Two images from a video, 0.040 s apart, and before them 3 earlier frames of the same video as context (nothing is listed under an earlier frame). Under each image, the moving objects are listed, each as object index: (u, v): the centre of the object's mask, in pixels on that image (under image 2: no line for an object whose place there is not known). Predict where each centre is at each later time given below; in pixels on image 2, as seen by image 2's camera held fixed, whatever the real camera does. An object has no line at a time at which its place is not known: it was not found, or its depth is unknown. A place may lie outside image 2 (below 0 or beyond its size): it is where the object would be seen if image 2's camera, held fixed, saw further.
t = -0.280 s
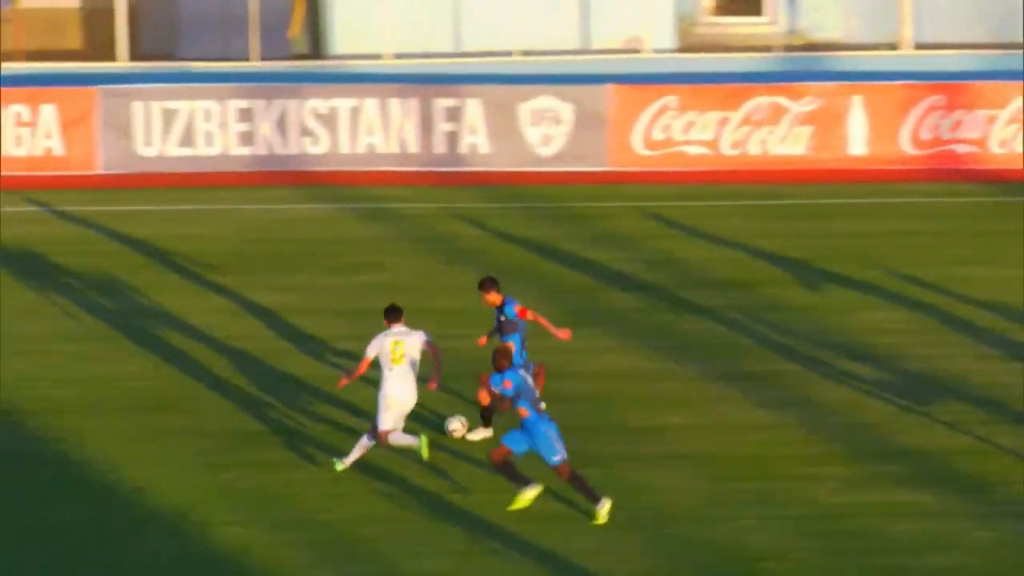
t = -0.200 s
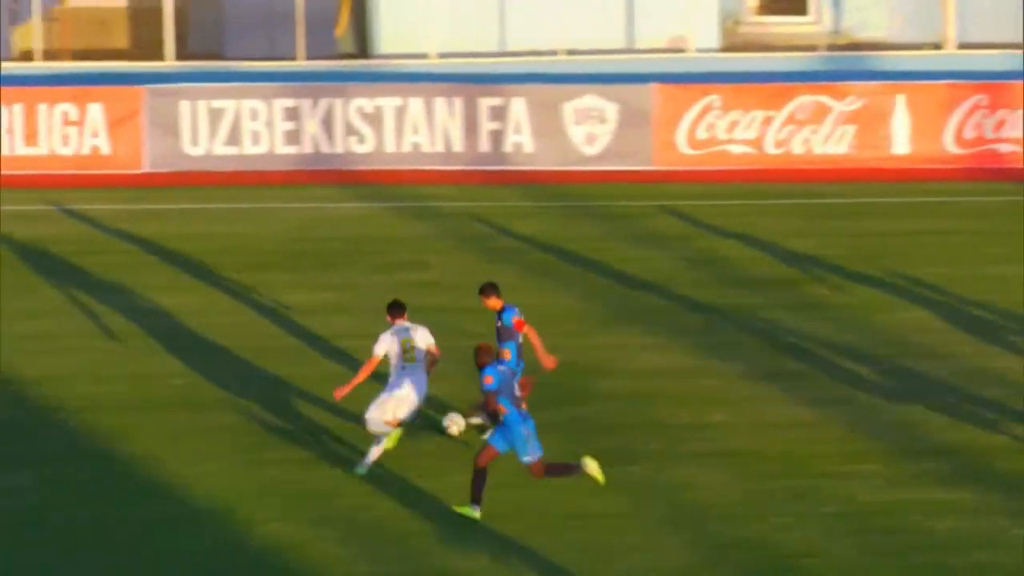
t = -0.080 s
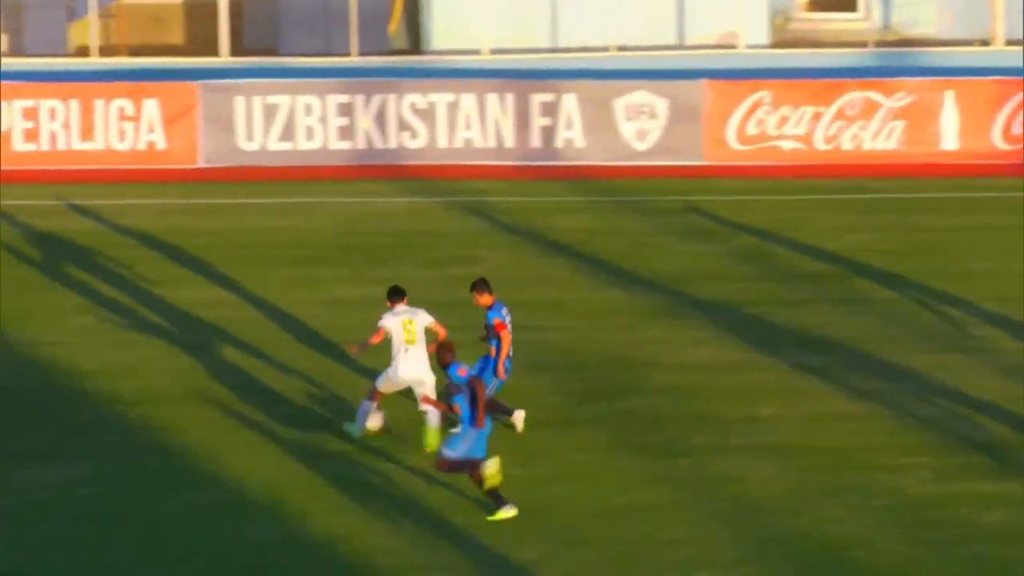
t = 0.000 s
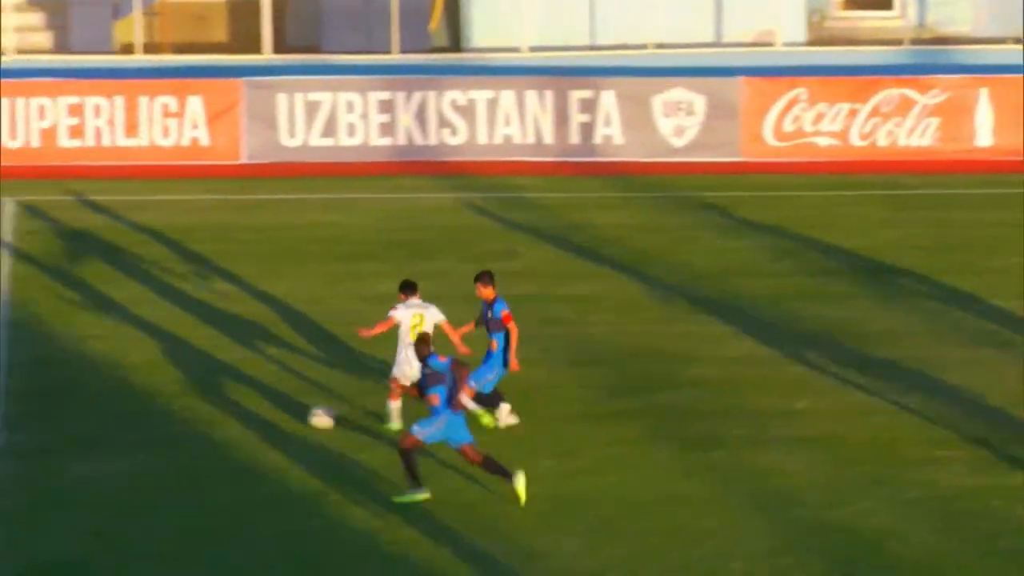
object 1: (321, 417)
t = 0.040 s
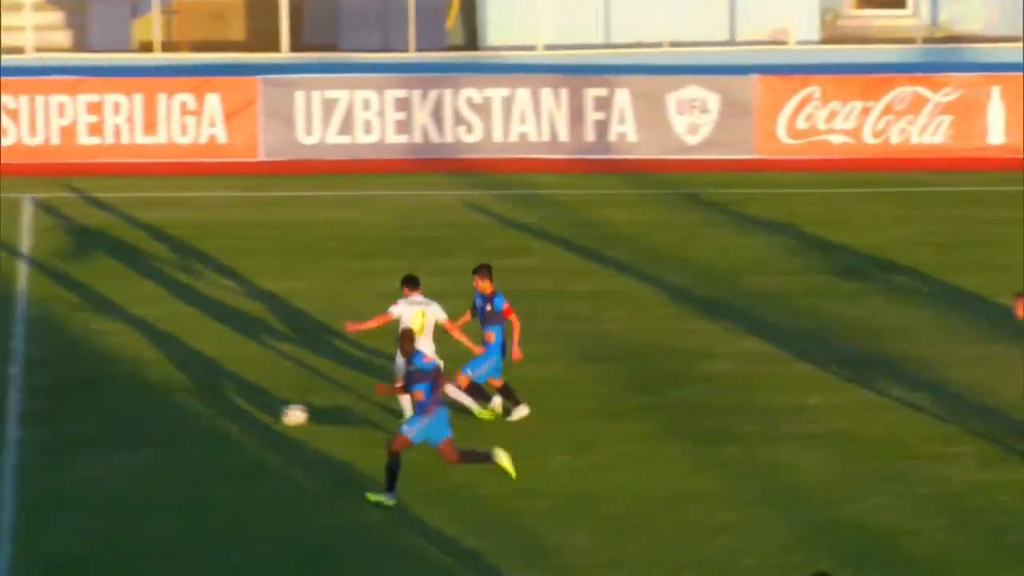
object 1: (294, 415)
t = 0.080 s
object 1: (254, 416)
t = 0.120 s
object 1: (211, 416)
